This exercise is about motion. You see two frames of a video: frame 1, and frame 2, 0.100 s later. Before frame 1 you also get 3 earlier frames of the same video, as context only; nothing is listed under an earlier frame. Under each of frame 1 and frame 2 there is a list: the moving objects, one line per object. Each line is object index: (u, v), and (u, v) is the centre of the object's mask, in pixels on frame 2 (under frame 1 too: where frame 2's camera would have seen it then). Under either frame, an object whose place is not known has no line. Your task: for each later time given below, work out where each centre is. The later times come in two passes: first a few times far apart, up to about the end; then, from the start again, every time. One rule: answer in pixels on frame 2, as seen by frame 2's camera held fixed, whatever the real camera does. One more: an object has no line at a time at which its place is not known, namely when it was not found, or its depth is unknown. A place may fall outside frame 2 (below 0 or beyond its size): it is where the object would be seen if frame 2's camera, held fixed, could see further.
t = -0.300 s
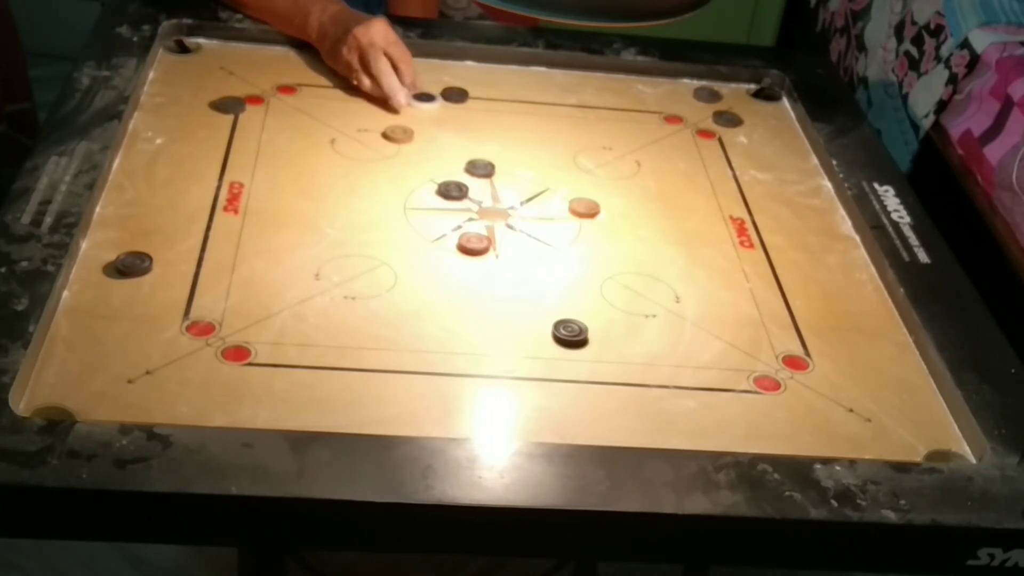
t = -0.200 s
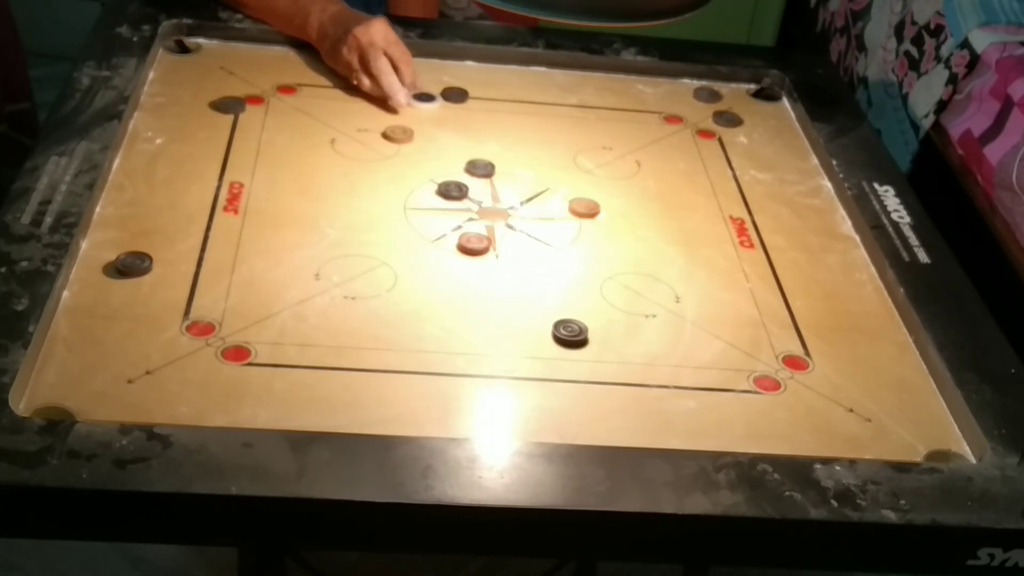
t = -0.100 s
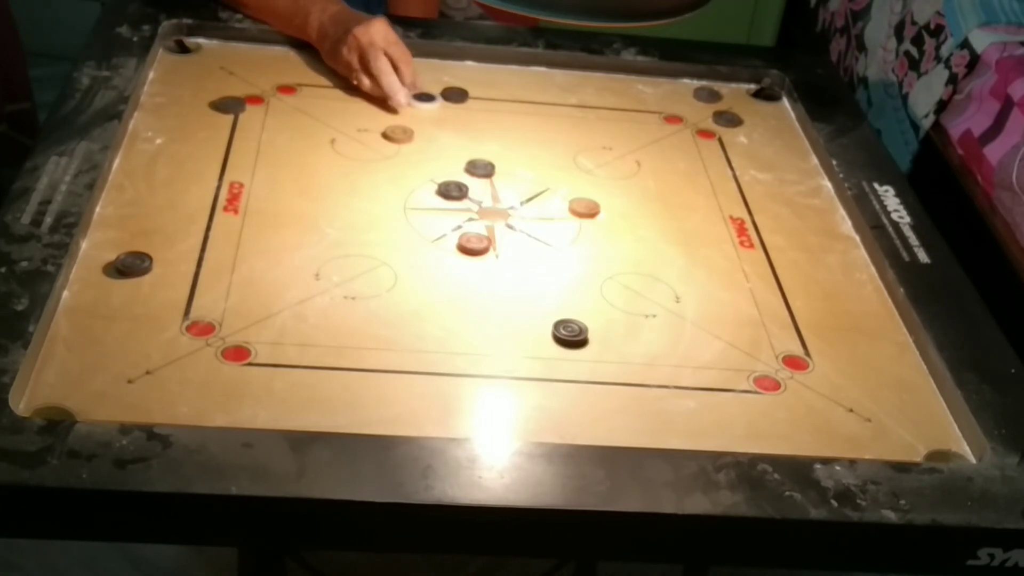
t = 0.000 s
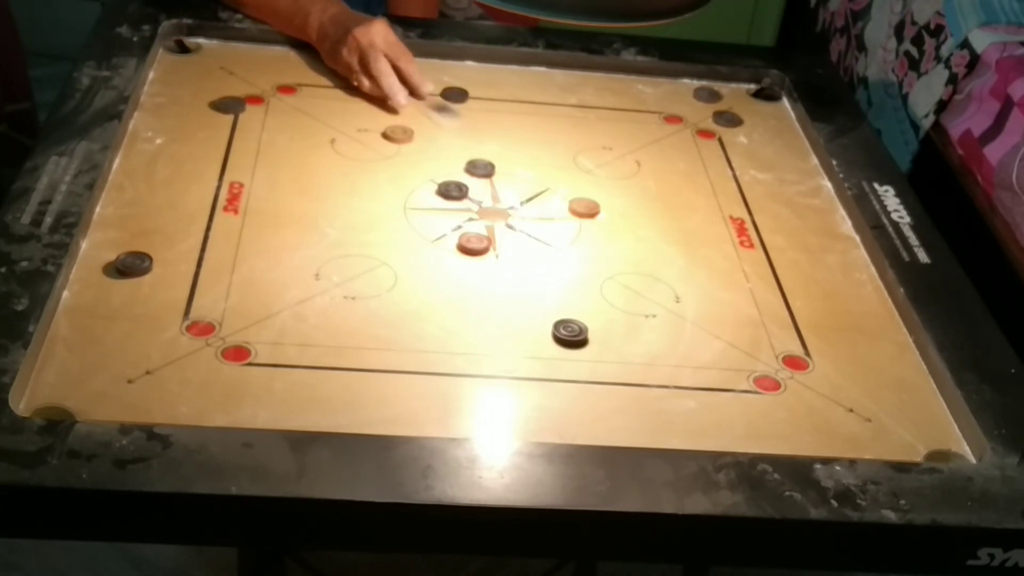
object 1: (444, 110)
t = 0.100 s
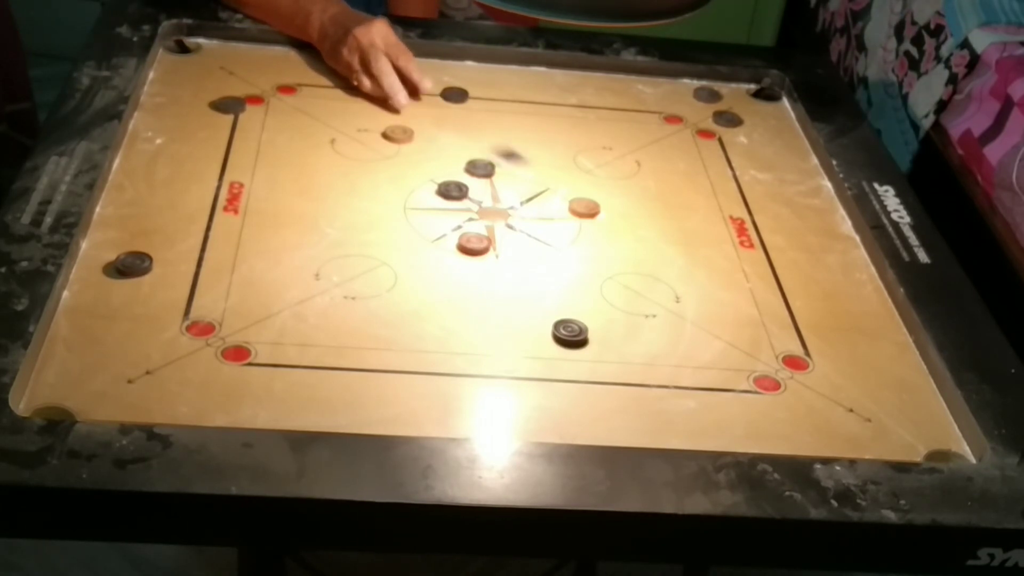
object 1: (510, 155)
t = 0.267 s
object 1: (584, 211)
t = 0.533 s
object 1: (625, 237)
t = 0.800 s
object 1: (626, 237)
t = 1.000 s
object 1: (626, 237)
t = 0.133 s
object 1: (532, 171)
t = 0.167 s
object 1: (553, 187)
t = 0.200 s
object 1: (567, 197)
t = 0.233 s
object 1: (575, 204)
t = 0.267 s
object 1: (584, 211)
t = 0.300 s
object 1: (593, 216)
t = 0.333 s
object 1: (599, 221)
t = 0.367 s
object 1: (607, 226)
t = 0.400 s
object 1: (612, 229)
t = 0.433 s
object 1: (617, 232)
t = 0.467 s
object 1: (622, 235)
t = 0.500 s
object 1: (624, 236)
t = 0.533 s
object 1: (625, 237)
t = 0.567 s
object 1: (626, 237)
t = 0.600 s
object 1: (626, 237)
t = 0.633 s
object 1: (626, 237)
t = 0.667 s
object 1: (626, 237)
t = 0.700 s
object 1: (626, 237)
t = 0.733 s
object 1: (626, 237)
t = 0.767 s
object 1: (626, 237)
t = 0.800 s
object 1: (626, 237)
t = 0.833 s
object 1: (626, 237)
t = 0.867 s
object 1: (626, 237)
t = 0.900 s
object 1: (626, 237)
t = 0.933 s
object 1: (626, 237)
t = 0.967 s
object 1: (626, 237)
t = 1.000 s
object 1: (626, 237)
